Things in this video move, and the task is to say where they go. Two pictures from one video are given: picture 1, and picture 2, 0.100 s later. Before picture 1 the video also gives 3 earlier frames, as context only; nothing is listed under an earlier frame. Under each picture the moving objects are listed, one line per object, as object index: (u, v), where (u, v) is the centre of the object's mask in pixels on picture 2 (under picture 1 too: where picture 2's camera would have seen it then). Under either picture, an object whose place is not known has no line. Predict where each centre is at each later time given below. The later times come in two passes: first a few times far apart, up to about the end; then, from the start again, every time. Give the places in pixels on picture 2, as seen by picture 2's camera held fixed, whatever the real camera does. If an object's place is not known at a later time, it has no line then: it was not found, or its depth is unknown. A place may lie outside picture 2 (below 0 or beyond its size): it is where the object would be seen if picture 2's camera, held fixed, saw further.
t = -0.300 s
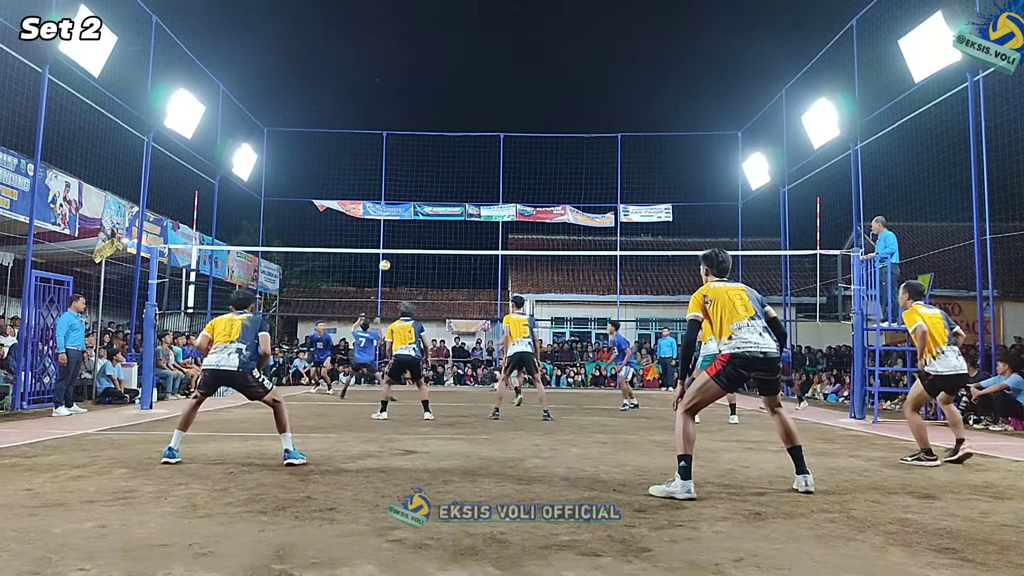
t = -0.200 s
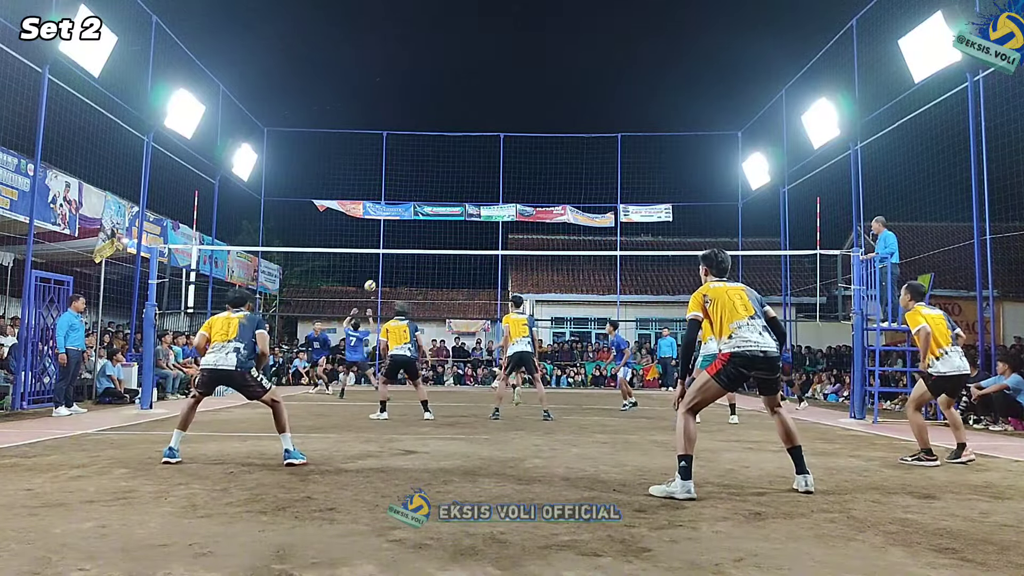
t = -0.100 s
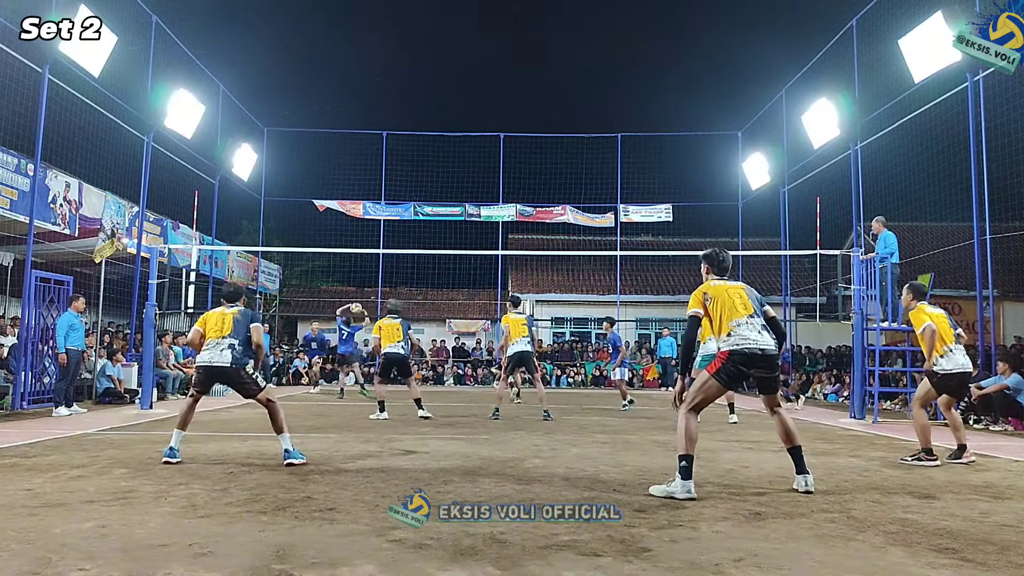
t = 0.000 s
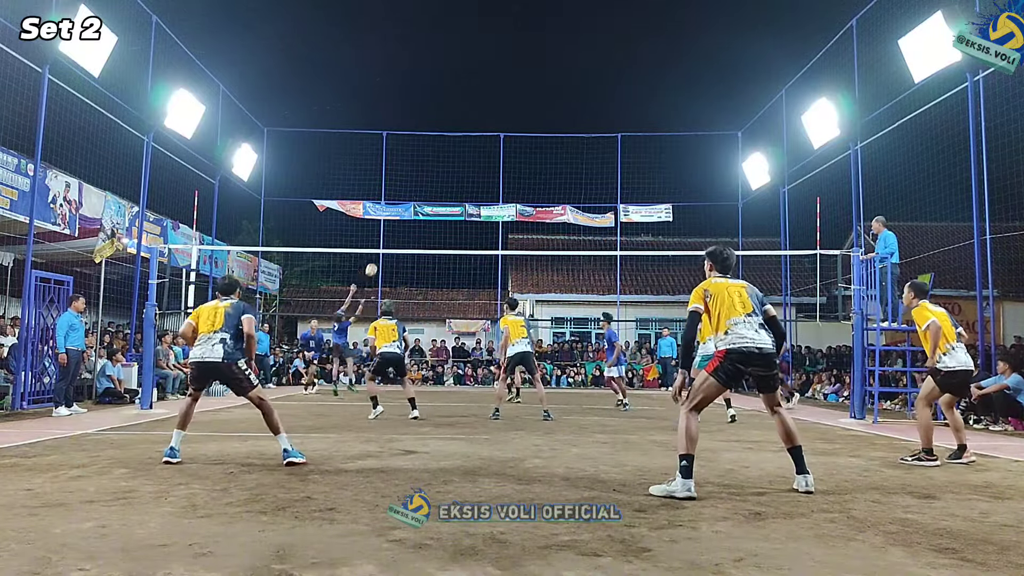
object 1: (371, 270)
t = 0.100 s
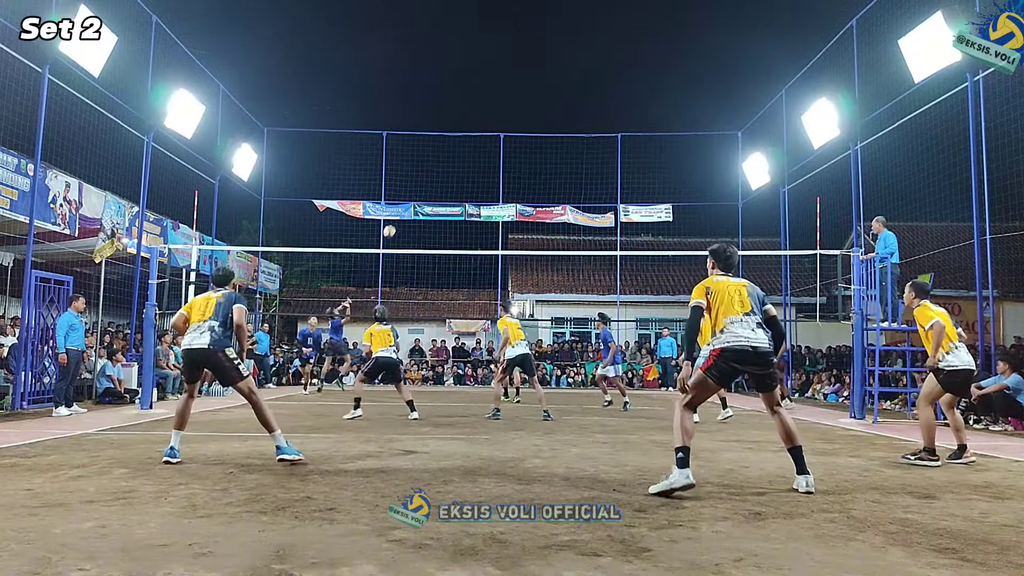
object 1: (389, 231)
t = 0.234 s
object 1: (413, 188)
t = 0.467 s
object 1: (456, 133)
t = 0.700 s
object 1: (498, 107)
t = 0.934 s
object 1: (541, 109)
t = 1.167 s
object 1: (585, 141)
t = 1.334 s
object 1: (615, 182)
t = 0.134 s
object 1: (395, 220)
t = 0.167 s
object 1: (401, 208)
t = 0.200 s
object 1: (407, 198)
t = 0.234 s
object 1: (413, 188)
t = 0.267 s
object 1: (419, 179)
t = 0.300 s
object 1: (425, 170)
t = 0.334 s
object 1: (431, 161)
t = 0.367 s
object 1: (437, 154)
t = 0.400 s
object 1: (444, 146)
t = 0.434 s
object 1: (449, 140)
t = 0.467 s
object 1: (456, 133)
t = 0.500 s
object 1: (462, 128)
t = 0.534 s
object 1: (468, 123)
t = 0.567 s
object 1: (474, 119)
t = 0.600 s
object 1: (480, 115)
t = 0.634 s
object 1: (486, 112)
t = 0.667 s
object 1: (492, 109)
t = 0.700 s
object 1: (498, 107)
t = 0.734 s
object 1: (504, 106)
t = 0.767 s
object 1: (511, 105)
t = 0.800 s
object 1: (517, 105)
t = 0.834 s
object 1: (523, 105)
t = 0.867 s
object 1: (529, 106)
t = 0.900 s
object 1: (535, 107)
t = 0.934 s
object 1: (541, 109)
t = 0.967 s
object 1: (547, 112)
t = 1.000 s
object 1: (554, 115)
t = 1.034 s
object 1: (560, 119)
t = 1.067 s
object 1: (566, 124)
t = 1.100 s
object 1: (572, 129)
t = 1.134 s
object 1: (579, 135)
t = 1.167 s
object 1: (585, 141)
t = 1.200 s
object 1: (591, 148)
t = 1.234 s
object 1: (597, 156)
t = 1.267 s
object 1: (603, 164)
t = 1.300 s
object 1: (609, 173)
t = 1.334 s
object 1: (615, 182)
